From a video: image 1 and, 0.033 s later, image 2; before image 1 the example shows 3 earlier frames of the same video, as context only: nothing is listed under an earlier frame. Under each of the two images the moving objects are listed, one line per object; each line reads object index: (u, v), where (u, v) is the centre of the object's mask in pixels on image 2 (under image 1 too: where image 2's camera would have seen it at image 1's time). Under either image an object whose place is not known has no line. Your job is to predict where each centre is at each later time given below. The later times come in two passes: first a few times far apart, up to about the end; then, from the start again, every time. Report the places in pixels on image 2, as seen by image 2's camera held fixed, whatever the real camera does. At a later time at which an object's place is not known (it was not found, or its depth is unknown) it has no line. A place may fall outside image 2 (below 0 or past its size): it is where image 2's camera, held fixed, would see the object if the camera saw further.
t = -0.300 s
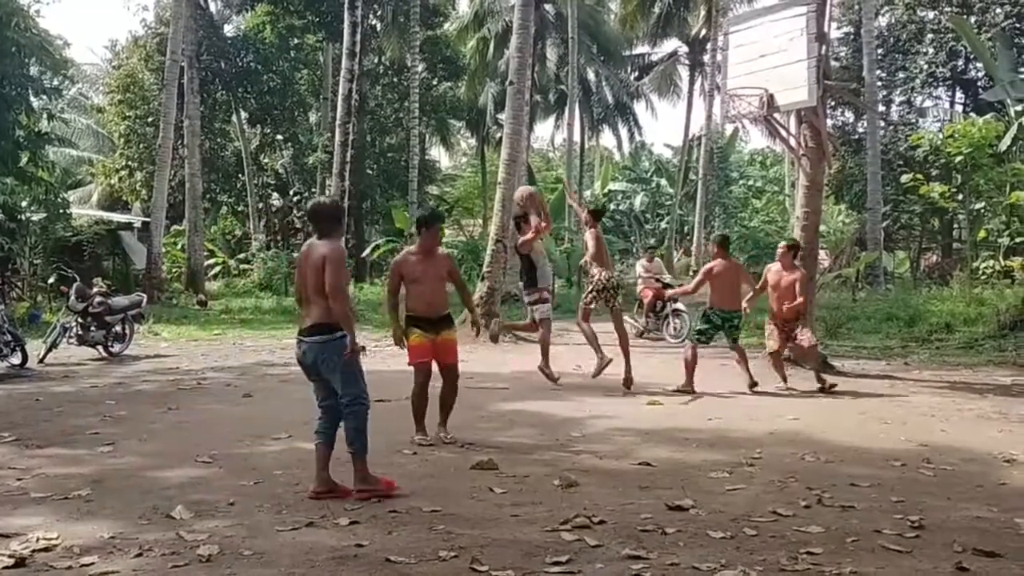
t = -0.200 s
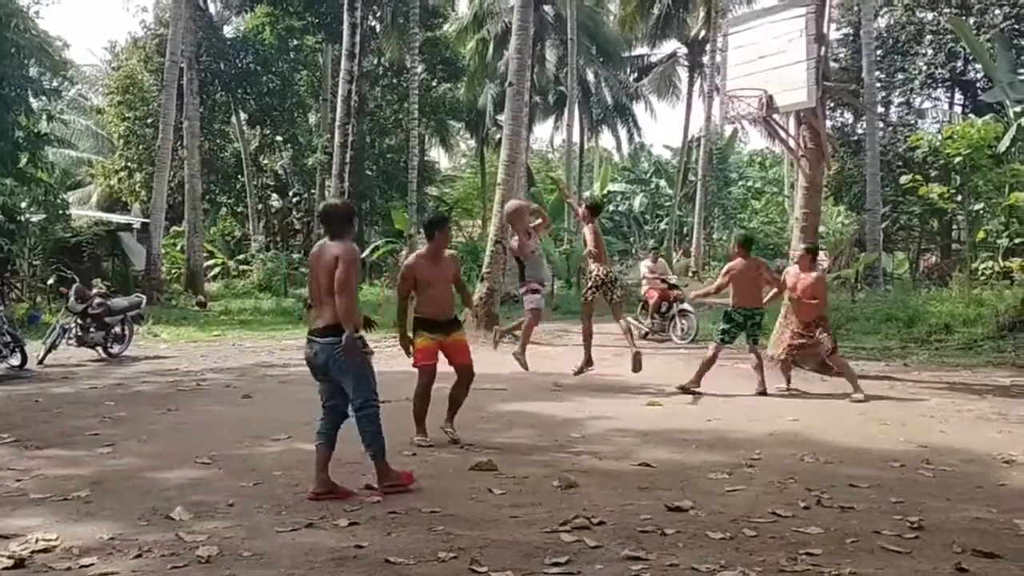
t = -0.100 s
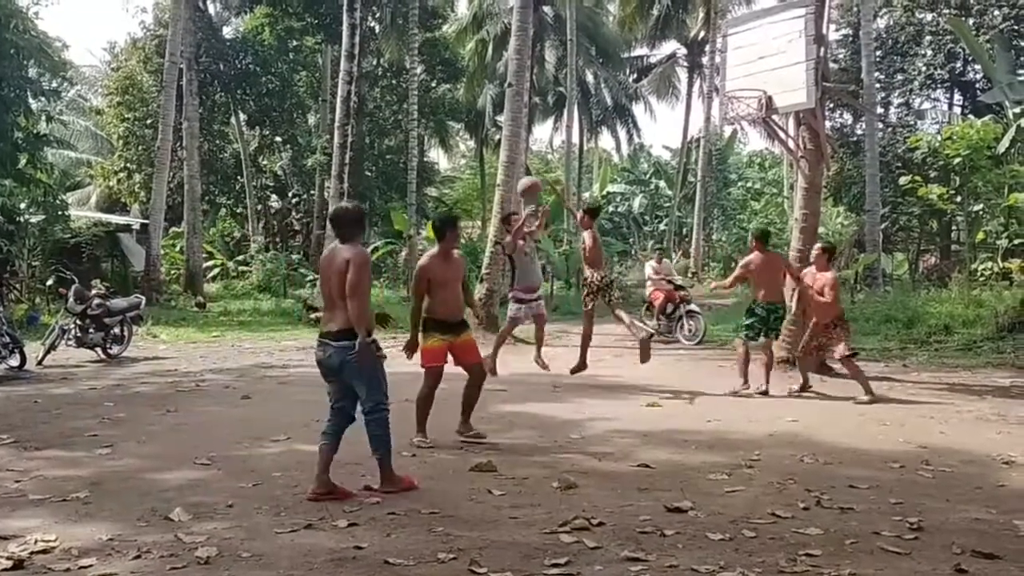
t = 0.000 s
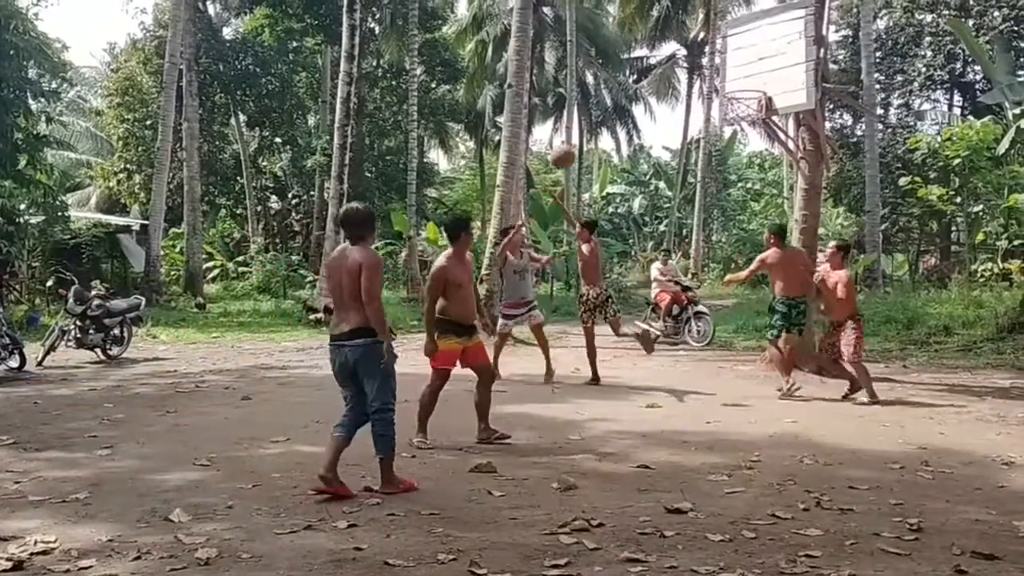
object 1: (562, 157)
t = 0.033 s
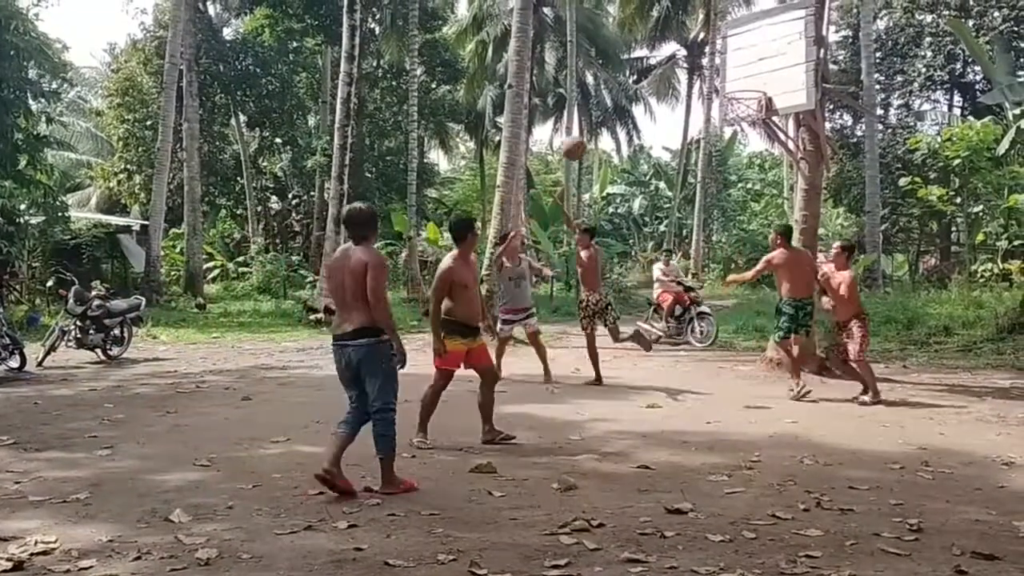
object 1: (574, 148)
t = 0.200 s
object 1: (635, 119)
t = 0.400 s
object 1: (718, 123)
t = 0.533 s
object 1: (779, 153)
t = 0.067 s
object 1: (585, 140)
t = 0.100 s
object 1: (598, 133)
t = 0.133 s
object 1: (610, 127)
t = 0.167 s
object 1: (621, 122)
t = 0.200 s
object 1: (635, 119)
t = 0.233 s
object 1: (649, 115)
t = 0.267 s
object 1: (662, 114)
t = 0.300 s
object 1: (676, 114)
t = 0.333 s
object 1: (690, 115)
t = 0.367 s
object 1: (704, 119)
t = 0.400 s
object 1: (718, 123)
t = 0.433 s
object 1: (734, 127)
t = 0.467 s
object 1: (748, 135)
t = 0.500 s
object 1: (764, 143)
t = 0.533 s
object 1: (779, 153)
